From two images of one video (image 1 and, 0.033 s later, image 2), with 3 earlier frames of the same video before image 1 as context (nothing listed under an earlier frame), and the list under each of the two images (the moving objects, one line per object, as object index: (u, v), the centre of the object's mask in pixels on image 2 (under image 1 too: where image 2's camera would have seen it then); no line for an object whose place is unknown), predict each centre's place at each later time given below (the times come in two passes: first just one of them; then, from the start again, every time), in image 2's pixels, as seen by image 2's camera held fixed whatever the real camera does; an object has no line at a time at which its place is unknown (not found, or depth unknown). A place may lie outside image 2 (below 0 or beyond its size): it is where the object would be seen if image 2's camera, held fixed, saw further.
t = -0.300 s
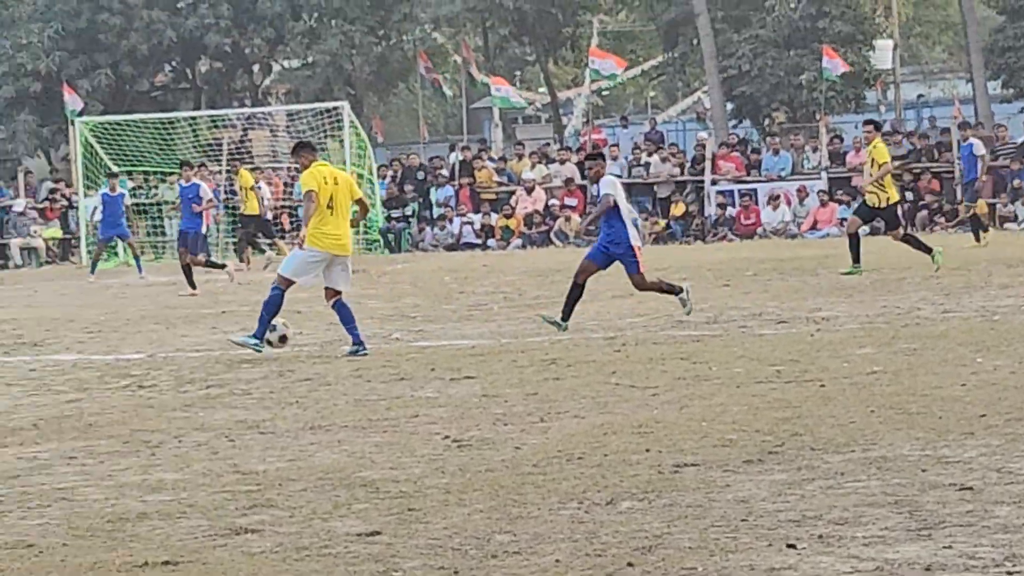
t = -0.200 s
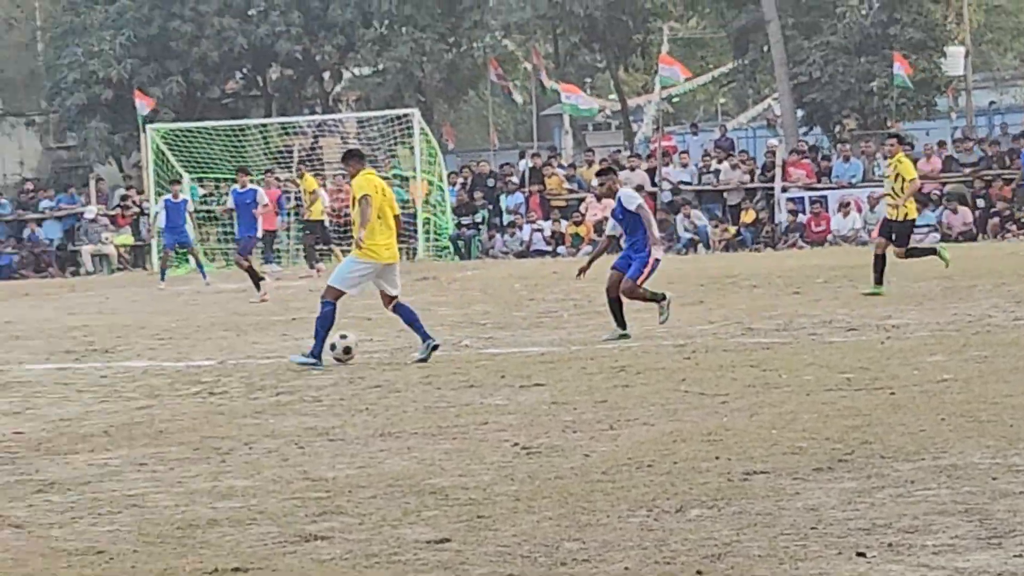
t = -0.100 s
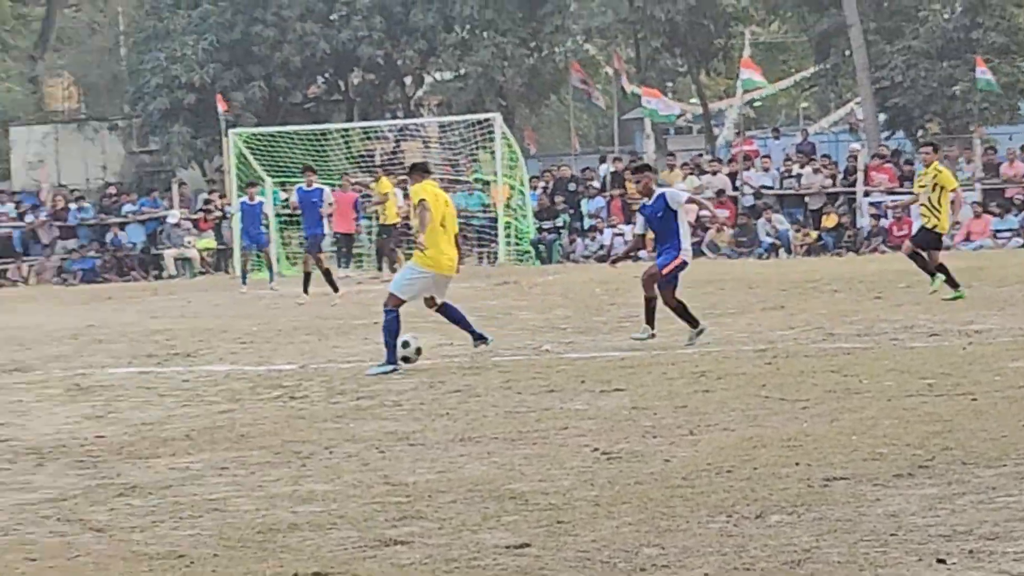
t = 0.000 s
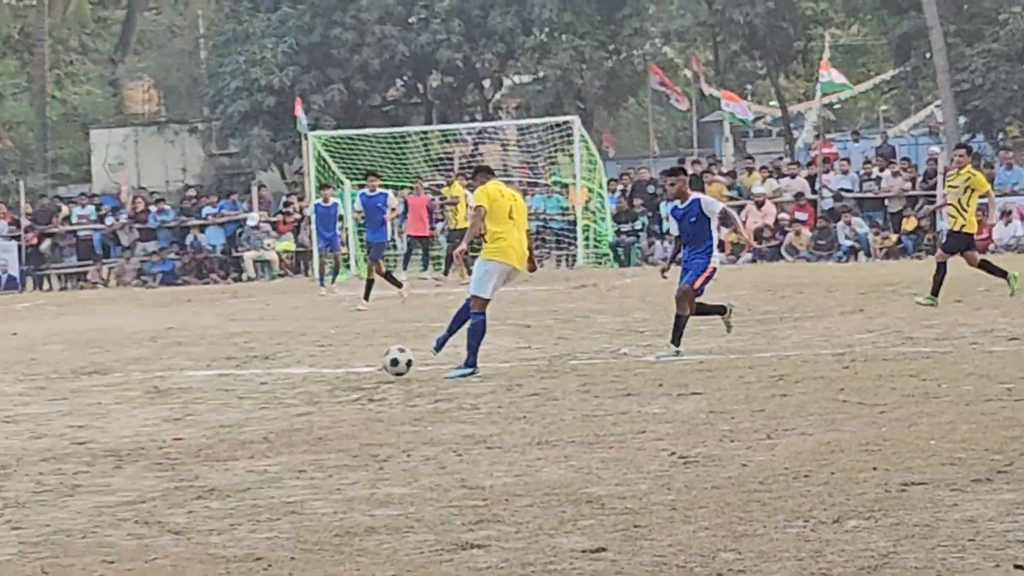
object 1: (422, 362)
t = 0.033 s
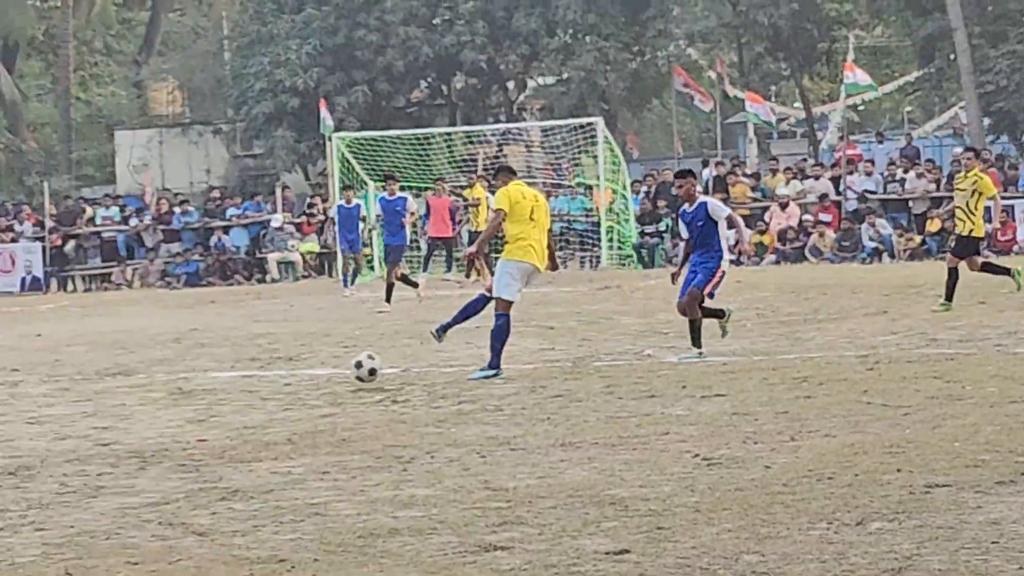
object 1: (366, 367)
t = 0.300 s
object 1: (-71, 394)
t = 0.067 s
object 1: (310, 374)
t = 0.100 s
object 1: (250, 383)
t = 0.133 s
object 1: (194, 388)
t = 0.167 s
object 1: (143, 386)
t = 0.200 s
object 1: (92, 386)
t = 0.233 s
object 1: (40, 386)
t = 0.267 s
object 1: (-14, 388)
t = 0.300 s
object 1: (-71, 394)
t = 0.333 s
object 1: (-127, 401)
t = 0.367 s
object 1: (-184, 411)
